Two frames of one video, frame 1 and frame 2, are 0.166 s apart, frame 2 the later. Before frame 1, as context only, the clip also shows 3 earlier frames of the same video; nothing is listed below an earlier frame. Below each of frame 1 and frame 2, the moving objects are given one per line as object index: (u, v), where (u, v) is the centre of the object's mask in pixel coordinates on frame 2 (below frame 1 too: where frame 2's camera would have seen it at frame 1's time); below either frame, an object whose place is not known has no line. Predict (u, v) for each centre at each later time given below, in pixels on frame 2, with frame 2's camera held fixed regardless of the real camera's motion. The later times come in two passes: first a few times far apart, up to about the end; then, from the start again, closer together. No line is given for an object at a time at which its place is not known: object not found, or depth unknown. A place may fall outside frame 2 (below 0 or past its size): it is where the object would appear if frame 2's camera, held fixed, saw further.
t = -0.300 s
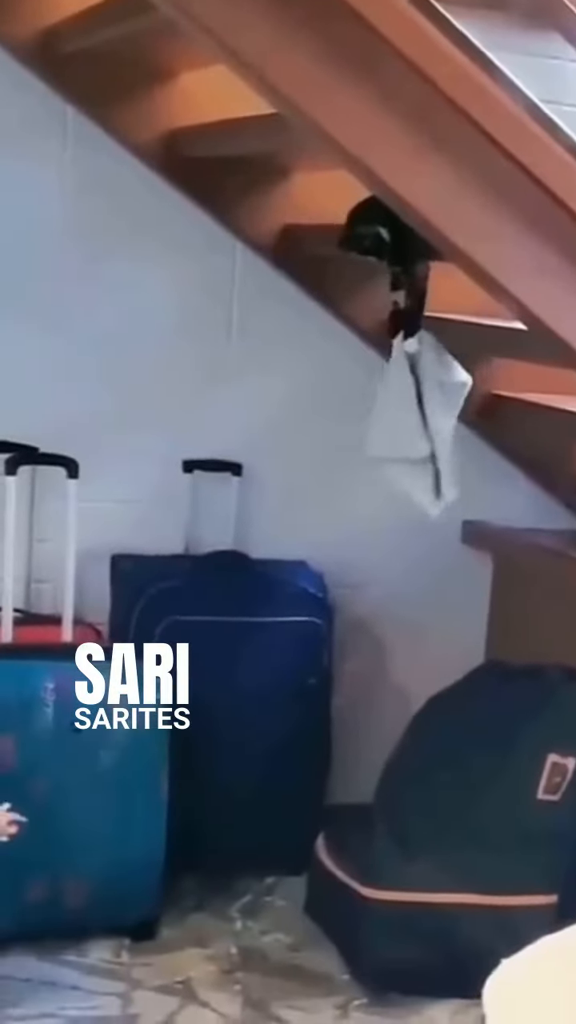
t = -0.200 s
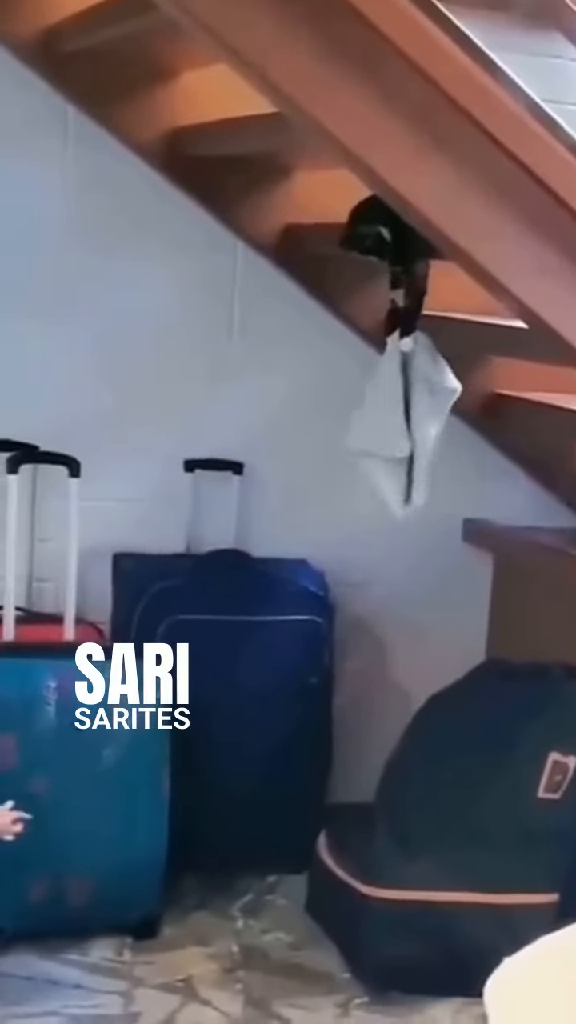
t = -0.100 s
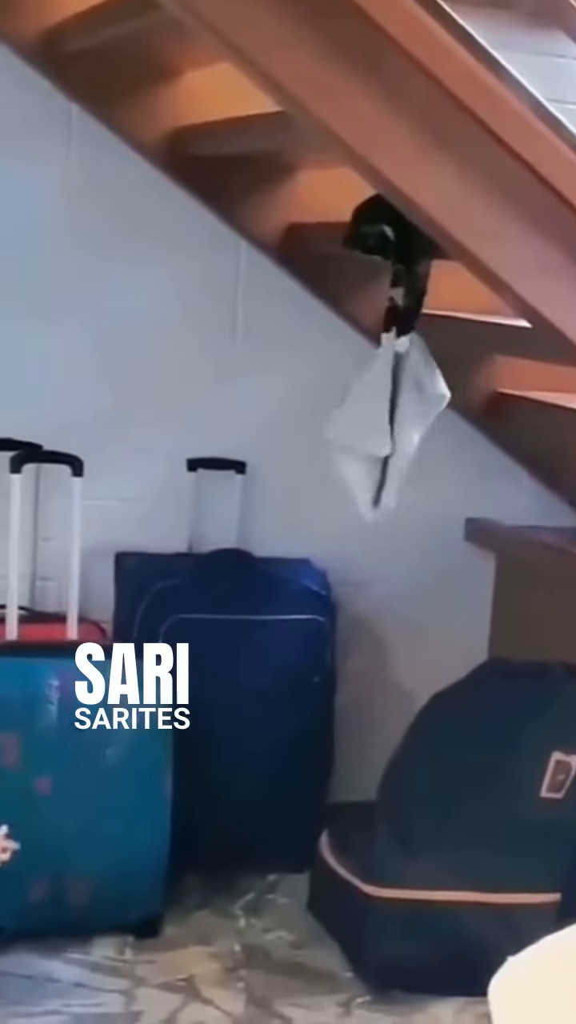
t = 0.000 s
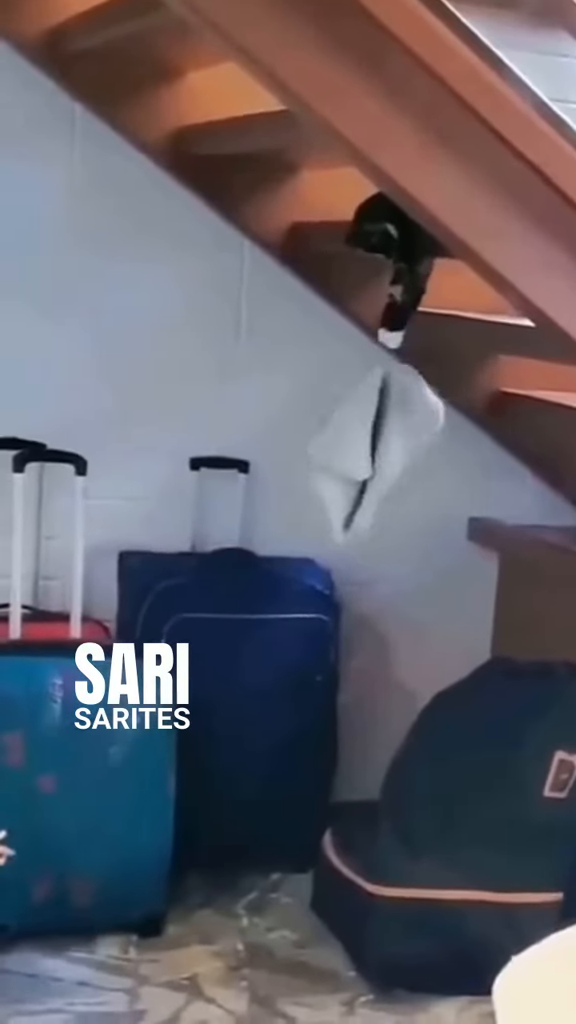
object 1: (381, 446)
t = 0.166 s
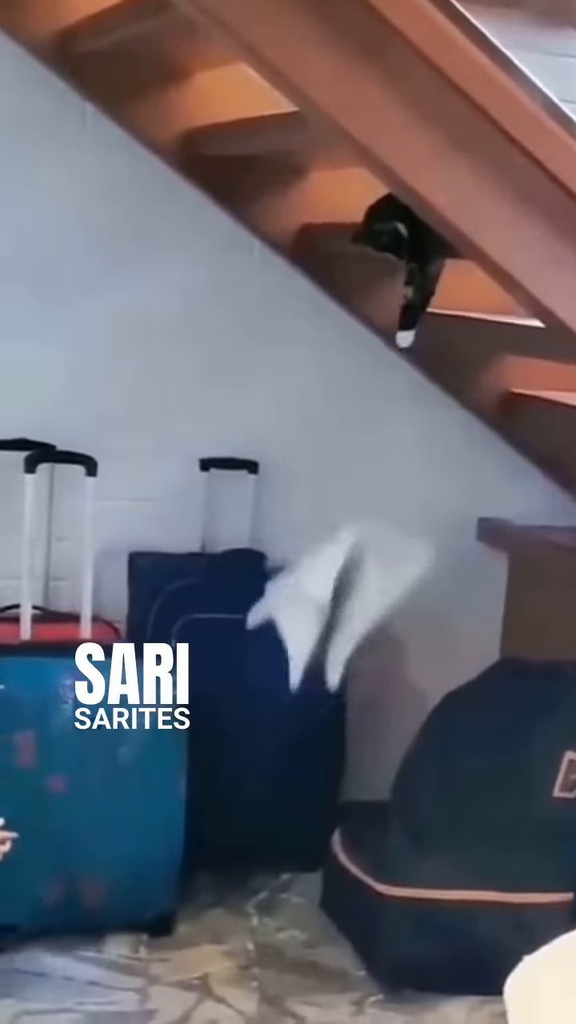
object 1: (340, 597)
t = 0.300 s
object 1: (300, 775)
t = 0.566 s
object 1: (248, 944)
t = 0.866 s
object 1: (247, 947)
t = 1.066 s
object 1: (248, 947)
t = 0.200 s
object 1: (329, 636)
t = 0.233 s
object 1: (320, 678)
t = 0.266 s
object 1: (313, 724)
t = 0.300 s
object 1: (300, 775)
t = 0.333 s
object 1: (288, 829)
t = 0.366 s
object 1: (273, 882)
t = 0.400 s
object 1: (262, 919)
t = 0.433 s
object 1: (247, 948)
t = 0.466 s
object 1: (249, 949)
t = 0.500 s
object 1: (249, 947)
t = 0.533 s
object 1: (249, 945)
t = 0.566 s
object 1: (248, 944)
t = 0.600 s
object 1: (248, 945)
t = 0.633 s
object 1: (251, 947)
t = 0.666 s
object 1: (248, 947)
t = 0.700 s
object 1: (248, 947)
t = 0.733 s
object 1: (248, 947)
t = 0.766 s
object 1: (248, 947)
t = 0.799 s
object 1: (248, 947)
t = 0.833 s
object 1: (248, 947)
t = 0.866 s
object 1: (247, 947)
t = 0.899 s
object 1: (248, 947)
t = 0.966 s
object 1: (248, 947)
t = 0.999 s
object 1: (248, 947)
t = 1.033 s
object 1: (248, 947)
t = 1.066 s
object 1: (248, 947)
